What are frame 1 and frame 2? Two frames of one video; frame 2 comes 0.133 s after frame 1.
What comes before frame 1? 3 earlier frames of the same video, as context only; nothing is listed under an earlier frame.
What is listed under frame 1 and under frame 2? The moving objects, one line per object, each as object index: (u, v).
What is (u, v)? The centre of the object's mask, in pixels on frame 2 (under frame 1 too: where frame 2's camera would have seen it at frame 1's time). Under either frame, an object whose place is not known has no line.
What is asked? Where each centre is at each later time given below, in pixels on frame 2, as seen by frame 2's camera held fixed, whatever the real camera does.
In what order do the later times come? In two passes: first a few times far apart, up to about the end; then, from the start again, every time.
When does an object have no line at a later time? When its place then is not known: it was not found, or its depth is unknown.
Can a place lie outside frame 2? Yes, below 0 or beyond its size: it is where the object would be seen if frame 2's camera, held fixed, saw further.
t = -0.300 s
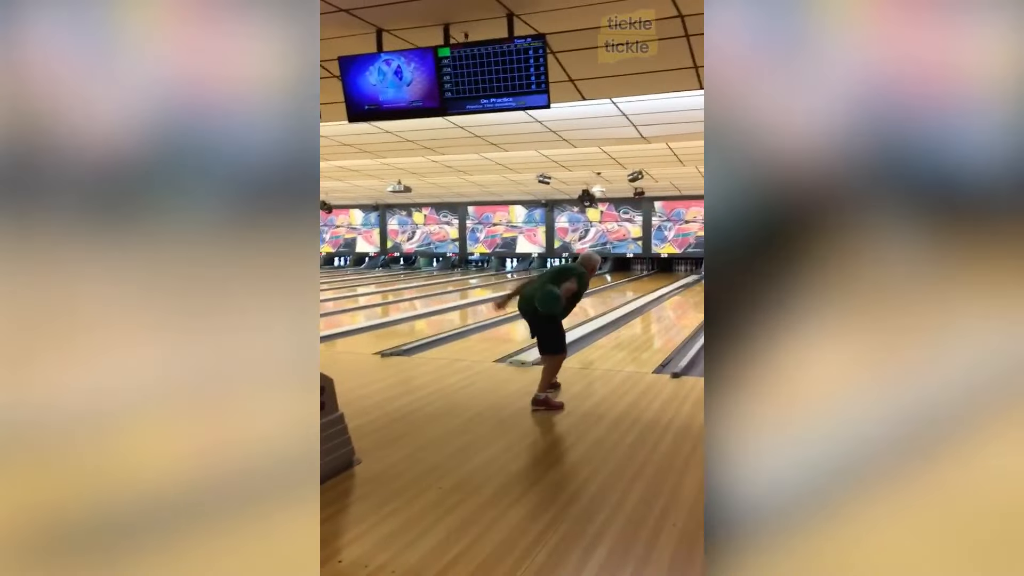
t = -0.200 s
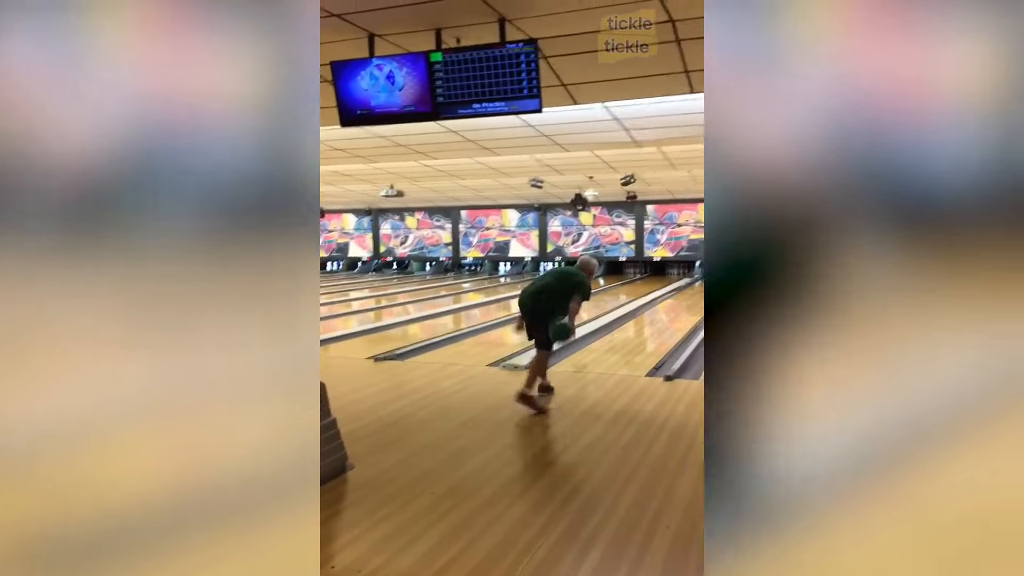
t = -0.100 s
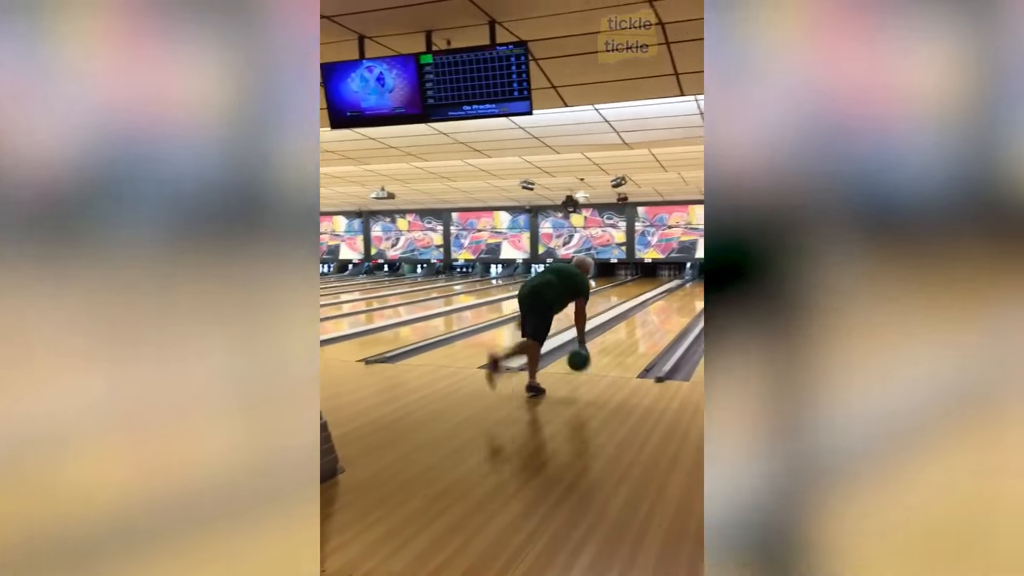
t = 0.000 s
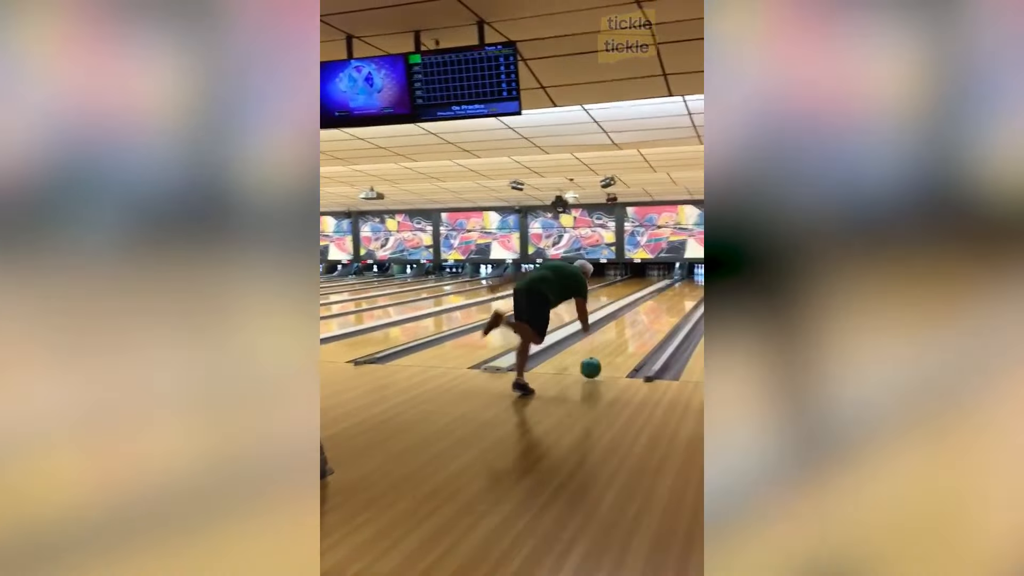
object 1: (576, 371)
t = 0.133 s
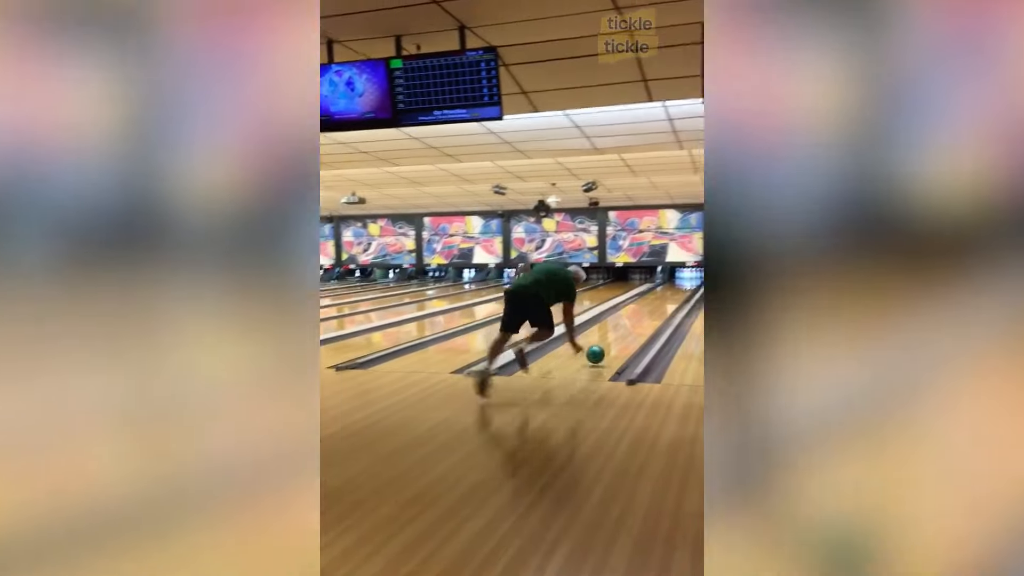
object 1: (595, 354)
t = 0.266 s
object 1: (612, 344)
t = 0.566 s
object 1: (639, 323)
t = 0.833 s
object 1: (655, 310)
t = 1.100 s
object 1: (665, 300)
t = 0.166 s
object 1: (600, 353)
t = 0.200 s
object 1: (604, 350)
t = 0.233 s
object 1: (608, 347)
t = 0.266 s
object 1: (612, 344)
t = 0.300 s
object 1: (616, 341)
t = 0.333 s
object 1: (619, 338)
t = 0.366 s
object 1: (622, 336)
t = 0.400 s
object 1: (626, 334)
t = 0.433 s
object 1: (629, 331)
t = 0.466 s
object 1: (631, 329)
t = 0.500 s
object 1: (634, 327)
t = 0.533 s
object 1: (636, 324)
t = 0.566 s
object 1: (639, 323)
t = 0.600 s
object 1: (641, 321)
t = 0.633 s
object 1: (643, 319)
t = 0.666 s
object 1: (645, 317)
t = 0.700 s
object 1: (648, 315)
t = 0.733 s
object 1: (650, 314)
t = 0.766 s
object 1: (651, 312)
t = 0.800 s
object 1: (653, 311)
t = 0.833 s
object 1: (655, 310)
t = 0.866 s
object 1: (657, 309)
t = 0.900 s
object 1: (658, 307)
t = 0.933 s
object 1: (660, 306)
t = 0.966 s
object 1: (661, 305)
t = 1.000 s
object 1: (662, 303)
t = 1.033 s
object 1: (663, 302)
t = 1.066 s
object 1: (664, 301)
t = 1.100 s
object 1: (665, 300)
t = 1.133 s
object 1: (667, 299)
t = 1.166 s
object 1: (668, 298)
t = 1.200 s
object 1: (669, 297)
